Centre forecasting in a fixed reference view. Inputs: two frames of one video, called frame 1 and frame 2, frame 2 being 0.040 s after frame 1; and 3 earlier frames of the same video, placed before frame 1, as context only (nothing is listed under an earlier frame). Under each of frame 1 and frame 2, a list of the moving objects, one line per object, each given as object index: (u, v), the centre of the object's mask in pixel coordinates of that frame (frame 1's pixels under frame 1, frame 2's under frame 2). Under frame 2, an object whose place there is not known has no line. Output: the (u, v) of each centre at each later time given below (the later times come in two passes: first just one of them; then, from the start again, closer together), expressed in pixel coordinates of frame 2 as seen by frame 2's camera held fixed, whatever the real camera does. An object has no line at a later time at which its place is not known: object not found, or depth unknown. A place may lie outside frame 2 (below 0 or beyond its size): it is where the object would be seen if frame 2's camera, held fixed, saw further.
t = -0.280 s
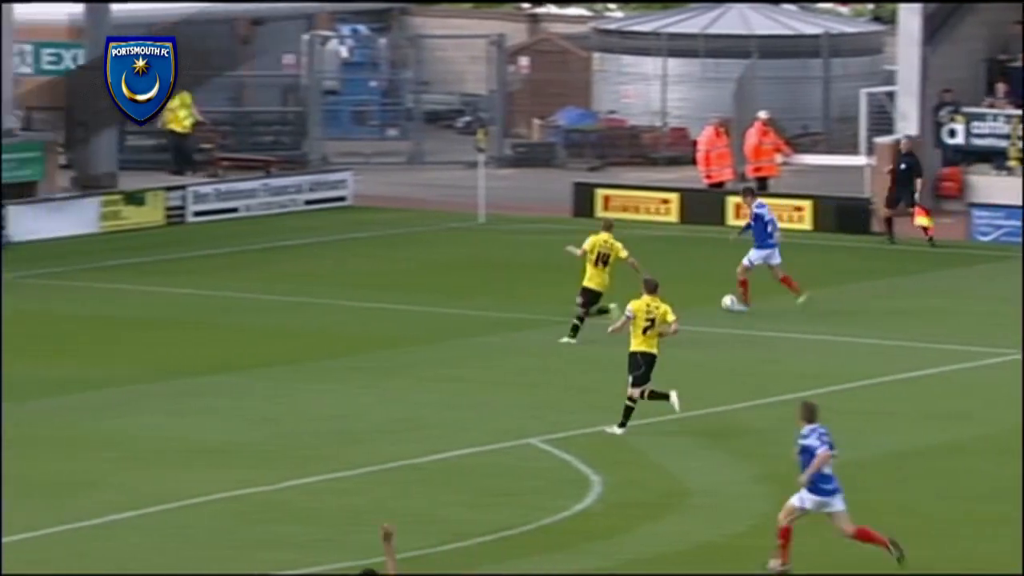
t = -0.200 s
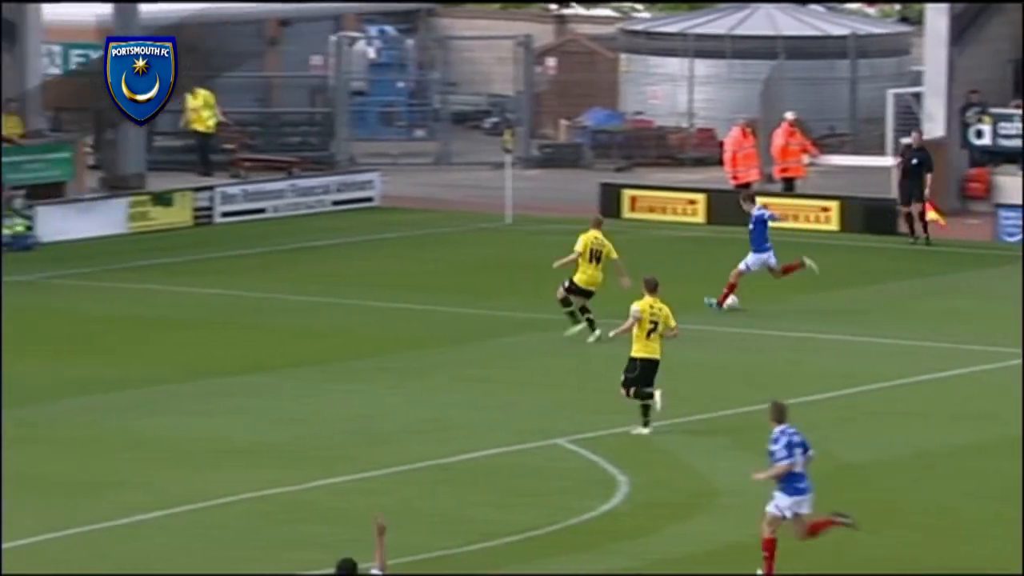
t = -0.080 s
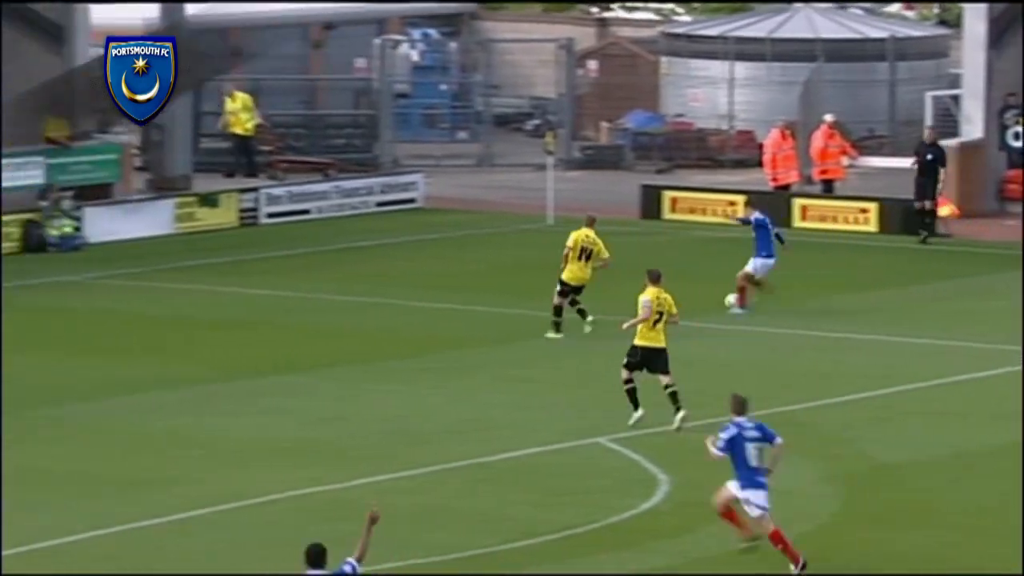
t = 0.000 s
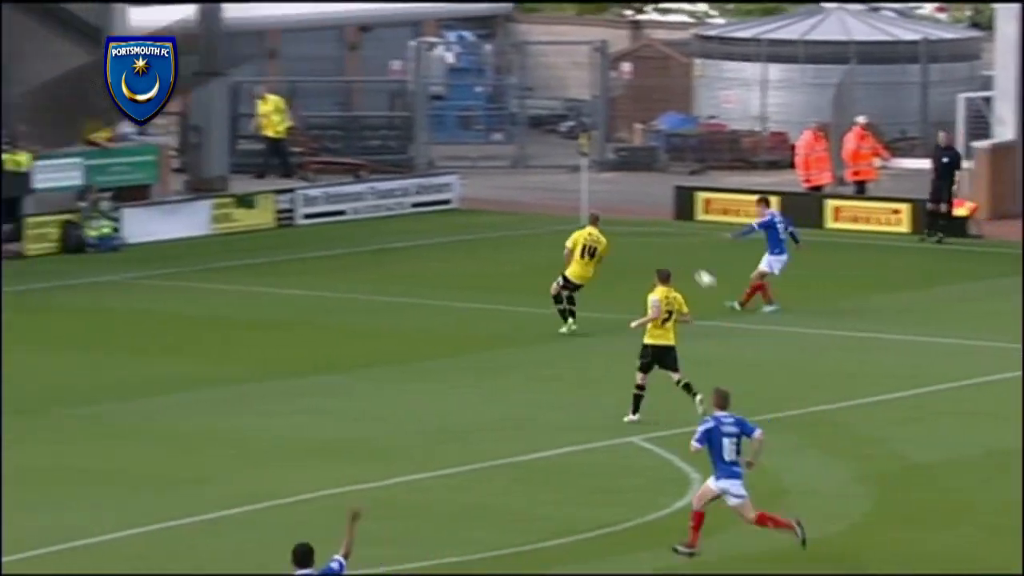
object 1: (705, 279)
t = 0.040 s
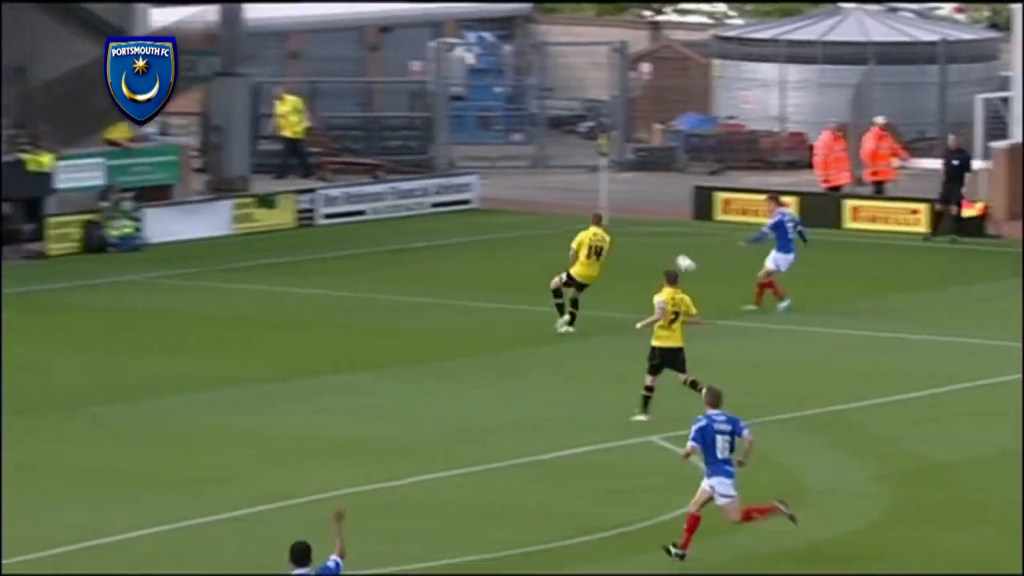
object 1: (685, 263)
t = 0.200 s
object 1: (529, 206)
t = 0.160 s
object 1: (568, 219)
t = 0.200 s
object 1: (529, 206)
